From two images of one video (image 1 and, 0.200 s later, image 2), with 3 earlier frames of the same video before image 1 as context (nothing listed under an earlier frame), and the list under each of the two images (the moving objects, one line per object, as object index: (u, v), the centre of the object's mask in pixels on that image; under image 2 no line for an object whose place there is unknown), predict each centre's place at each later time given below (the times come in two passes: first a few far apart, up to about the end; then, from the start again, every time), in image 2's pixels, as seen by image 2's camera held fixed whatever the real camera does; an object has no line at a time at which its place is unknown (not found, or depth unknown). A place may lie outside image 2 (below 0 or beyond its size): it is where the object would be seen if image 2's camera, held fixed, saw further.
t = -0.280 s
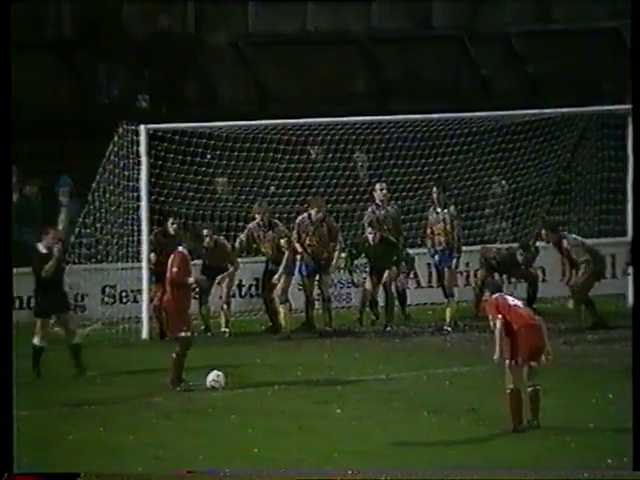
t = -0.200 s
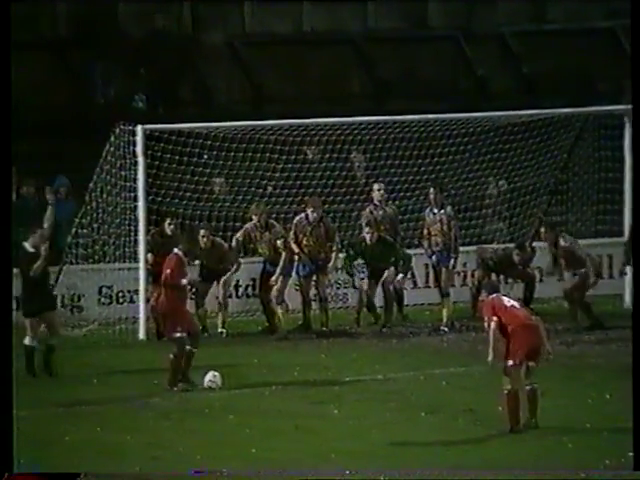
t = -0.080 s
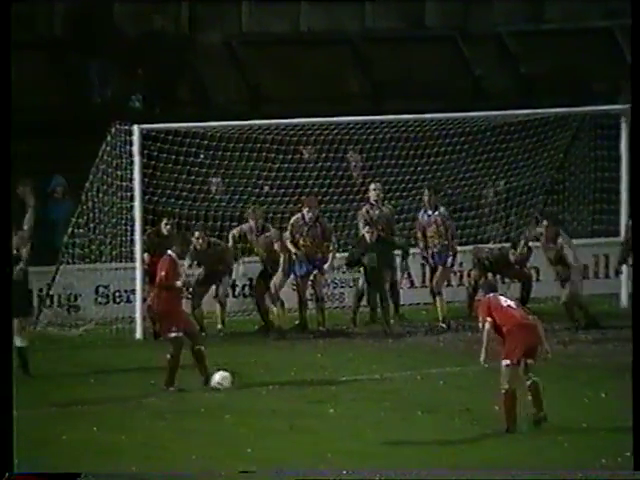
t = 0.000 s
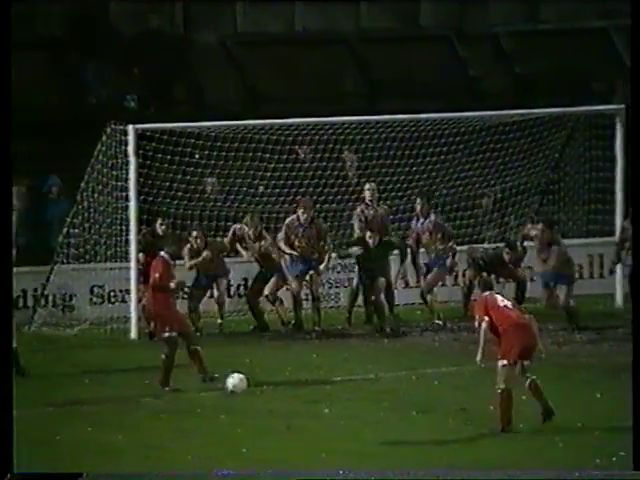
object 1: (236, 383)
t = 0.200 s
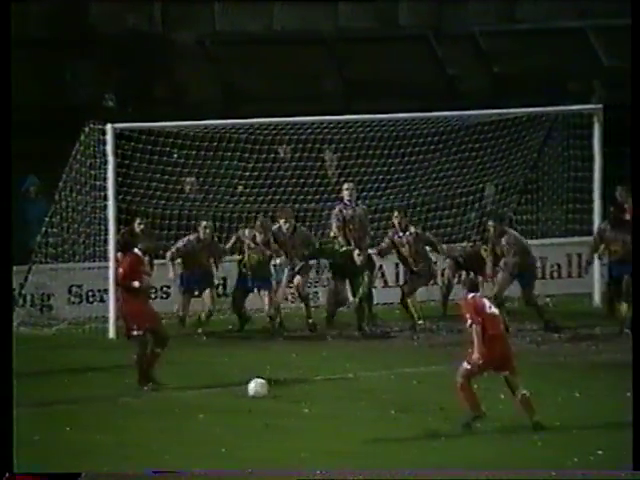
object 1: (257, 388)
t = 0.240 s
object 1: (262, 389)
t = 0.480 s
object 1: (299, 397)
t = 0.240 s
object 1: (262, 389)
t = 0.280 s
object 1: (268, 390)
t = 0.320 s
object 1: (275, 391)
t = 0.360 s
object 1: (278, 390)
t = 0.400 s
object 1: (289, 391)
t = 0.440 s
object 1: (294, 394)
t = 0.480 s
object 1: (299, 397)
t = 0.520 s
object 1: (306, 399)
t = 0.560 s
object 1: (313, 398)
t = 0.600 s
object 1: (319, 399)
